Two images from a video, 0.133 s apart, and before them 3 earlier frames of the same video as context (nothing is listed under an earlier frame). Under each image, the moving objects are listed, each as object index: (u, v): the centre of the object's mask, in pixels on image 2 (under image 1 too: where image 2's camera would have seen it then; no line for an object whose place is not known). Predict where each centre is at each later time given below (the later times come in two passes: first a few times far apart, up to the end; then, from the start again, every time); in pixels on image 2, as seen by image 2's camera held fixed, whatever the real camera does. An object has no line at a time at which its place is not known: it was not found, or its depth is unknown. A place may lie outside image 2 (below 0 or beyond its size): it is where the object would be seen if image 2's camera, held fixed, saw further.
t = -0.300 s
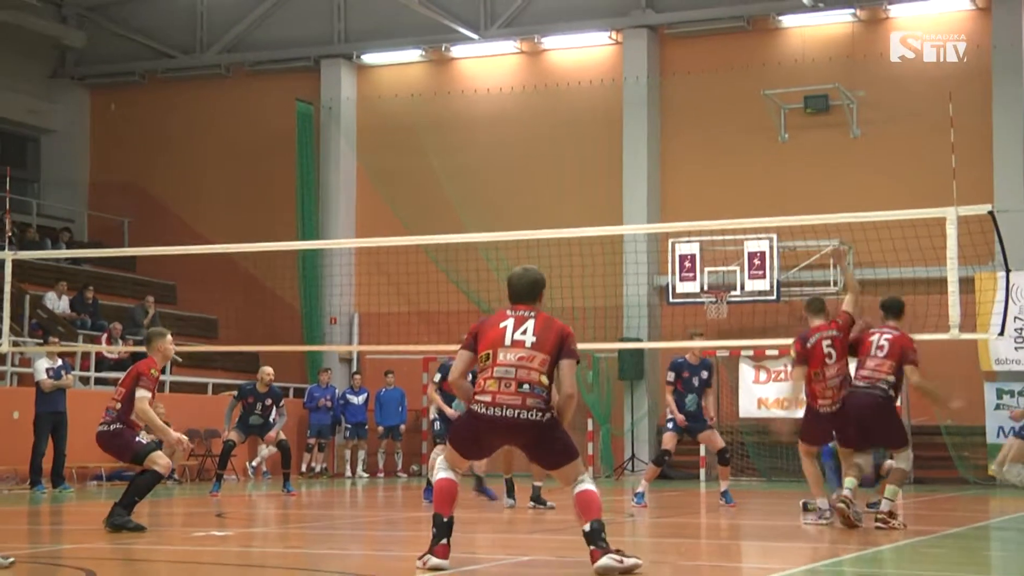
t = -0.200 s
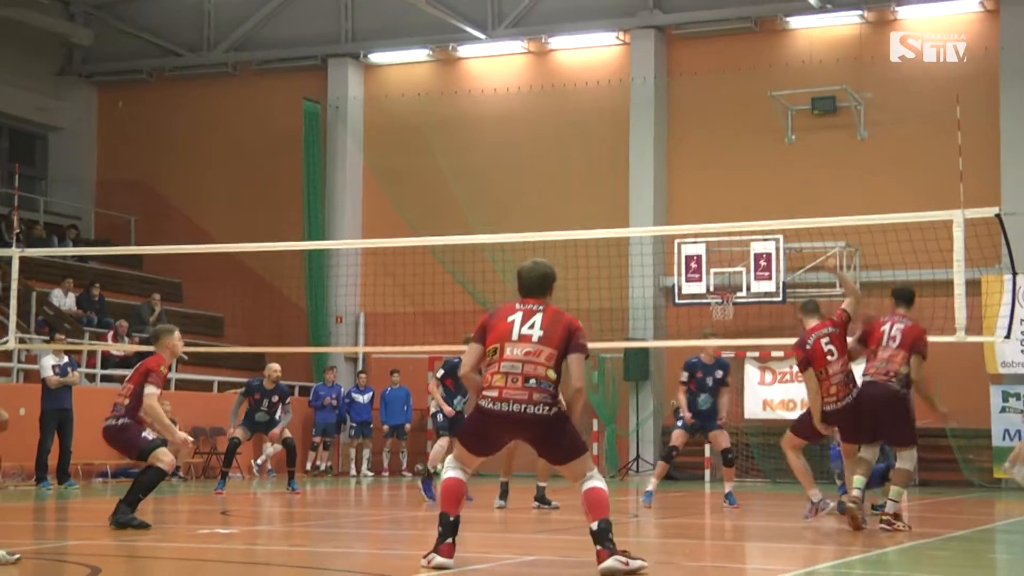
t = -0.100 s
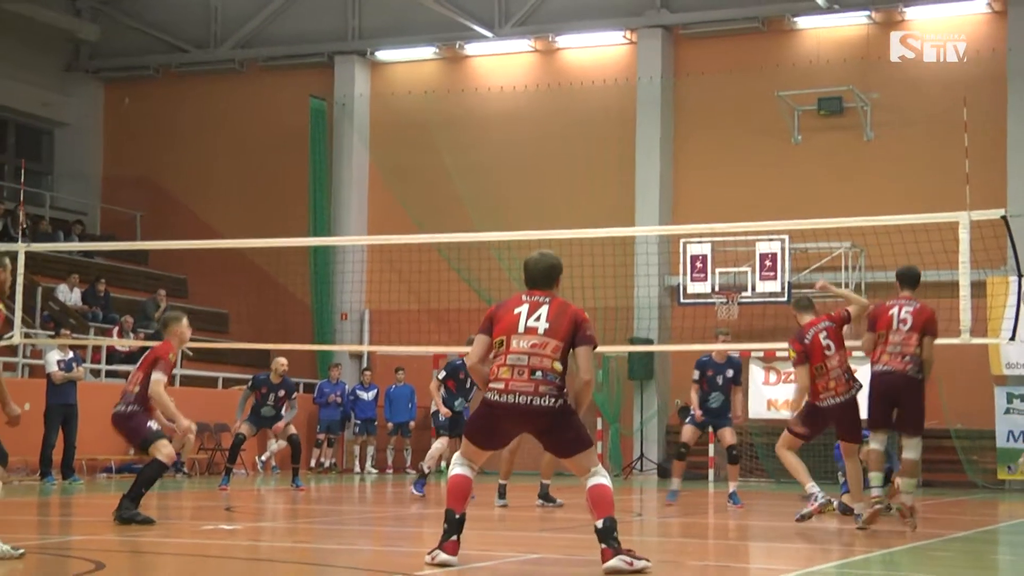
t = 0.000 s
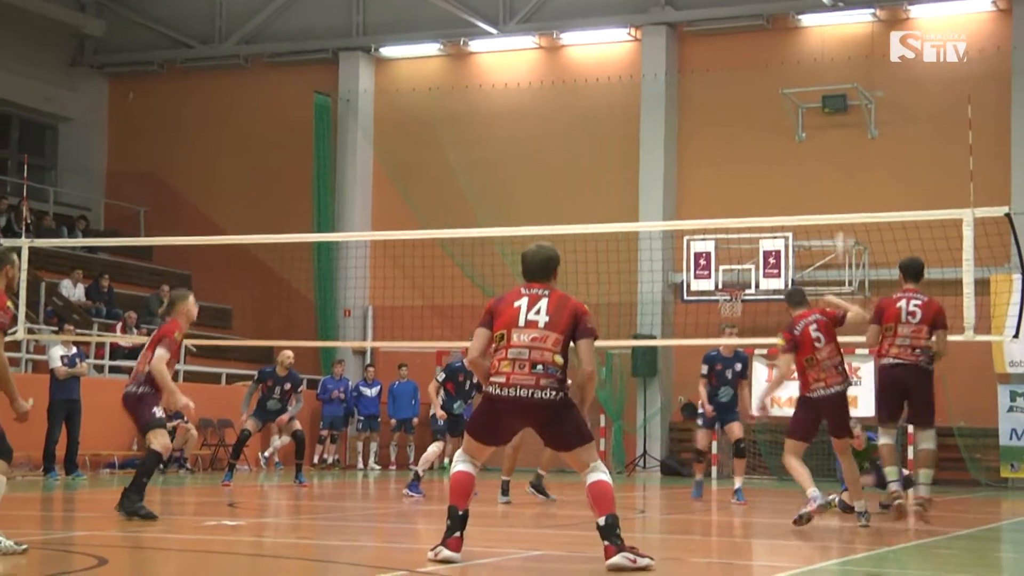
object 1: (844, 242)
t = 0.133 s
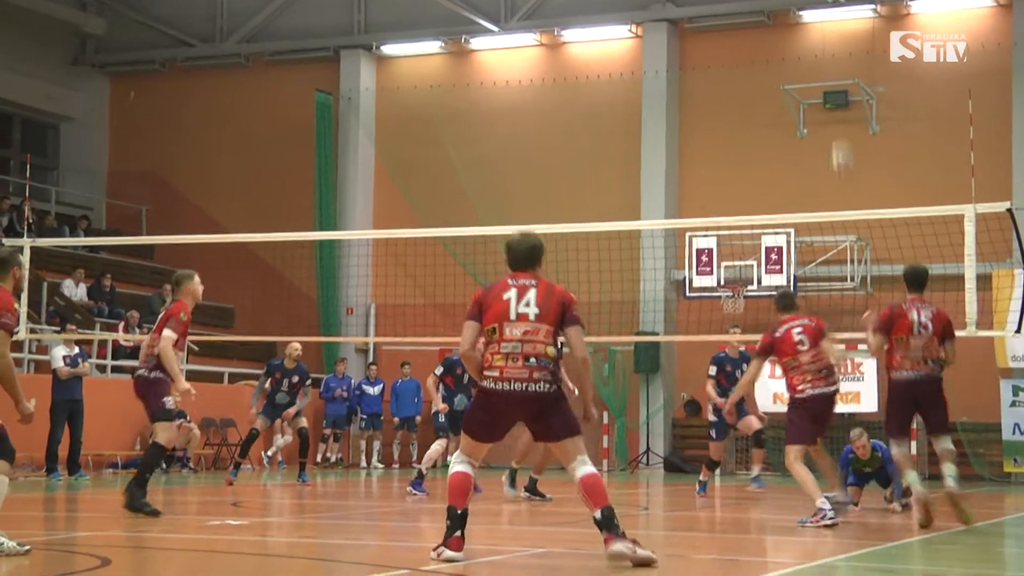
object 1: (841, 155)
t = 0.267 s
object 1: (838, 95)
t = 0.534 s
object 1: (833, 24)
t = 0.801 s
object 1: (828, 25)
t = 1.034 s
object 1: (823, 78)
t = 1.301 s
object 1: (817, 203)
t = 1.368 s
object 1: (816, 247)
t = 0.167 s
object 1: (840, 140)
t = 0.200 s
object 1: (840, 123)
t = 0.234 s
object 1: (837, 106)
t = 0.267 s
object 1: (838, 95)
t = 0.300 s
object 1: (837, 80)
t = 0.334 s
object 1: (836, 66)
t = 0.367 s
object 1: (837, 57)
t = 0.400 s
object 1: (834, 47)
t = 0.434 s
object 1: (835, 41)
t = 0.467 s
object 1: (834, 34)
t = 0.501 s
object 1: (834, 28)
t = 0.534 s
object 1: (833, 24)
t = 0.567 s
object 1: (832, 21)
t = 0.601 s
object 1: (832, 17)
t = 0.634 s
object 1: (831, 15)
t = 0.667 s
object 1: (830, 15)
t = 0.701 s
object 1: (830, 16)
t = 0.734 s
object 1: (829, 17)
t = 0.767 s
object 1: (829, 21)
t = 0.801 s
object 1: (828, 25)
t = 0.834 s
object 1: (828, 31)
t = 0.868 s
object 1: (827, 35)
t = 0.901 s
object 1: (826, 43)
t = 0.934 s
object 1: (825, 49)
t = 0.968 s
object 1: (825, 58)
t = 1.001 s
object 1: (824, 70)
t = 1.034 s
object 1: (823, 78)
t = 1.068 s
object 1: (822, 93)
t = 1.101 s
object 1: (821, 108)
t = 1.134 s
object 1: (821, 118)
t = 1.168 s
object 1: (821, 135)
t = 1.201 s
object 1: (819, 153)
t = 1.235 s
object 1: (818, 167)
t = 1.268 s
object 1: (817, 187)
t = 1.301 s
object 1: (817, 203)
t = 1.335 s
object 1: (814, 230)
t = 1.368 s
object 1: (816, 247)
